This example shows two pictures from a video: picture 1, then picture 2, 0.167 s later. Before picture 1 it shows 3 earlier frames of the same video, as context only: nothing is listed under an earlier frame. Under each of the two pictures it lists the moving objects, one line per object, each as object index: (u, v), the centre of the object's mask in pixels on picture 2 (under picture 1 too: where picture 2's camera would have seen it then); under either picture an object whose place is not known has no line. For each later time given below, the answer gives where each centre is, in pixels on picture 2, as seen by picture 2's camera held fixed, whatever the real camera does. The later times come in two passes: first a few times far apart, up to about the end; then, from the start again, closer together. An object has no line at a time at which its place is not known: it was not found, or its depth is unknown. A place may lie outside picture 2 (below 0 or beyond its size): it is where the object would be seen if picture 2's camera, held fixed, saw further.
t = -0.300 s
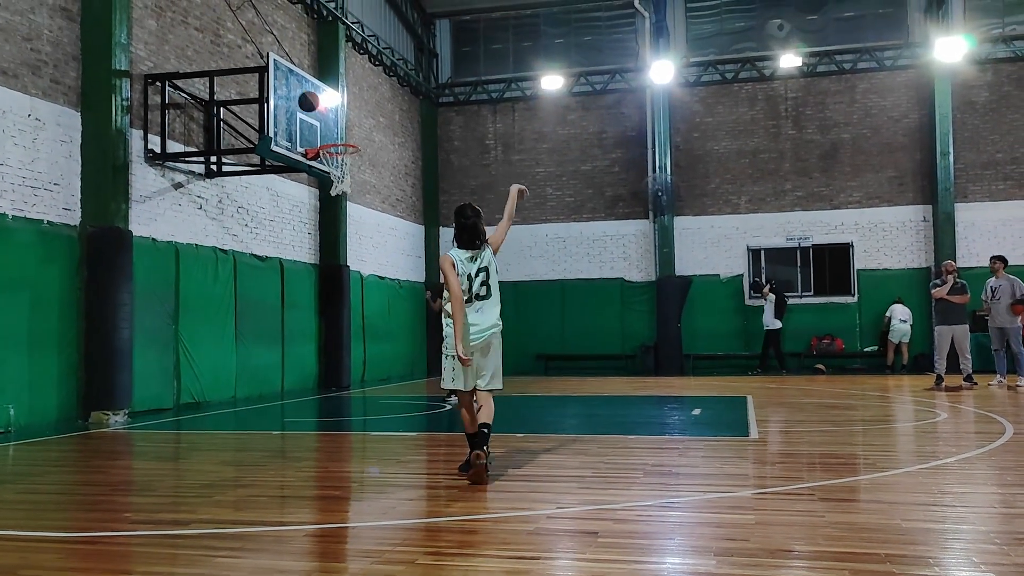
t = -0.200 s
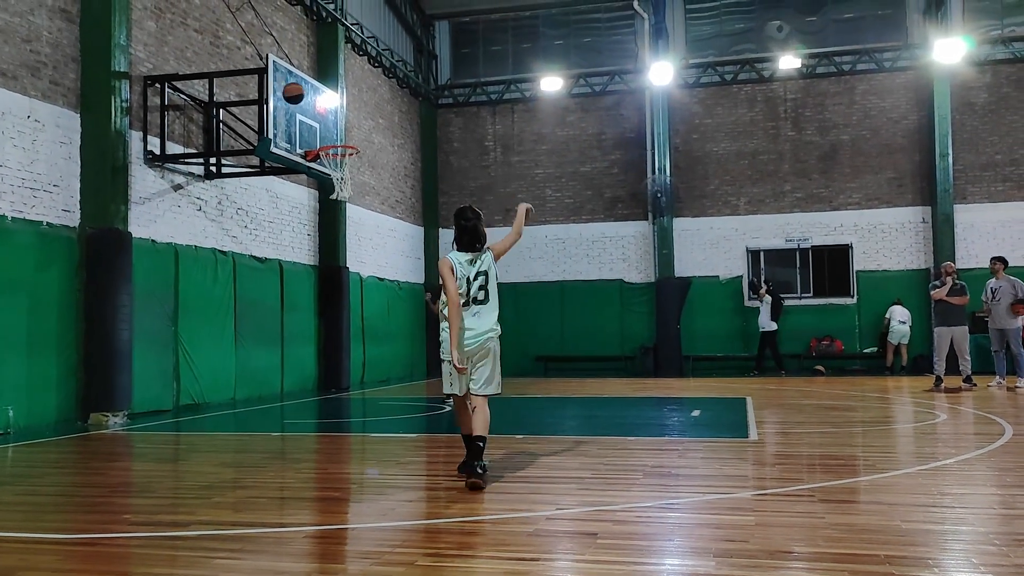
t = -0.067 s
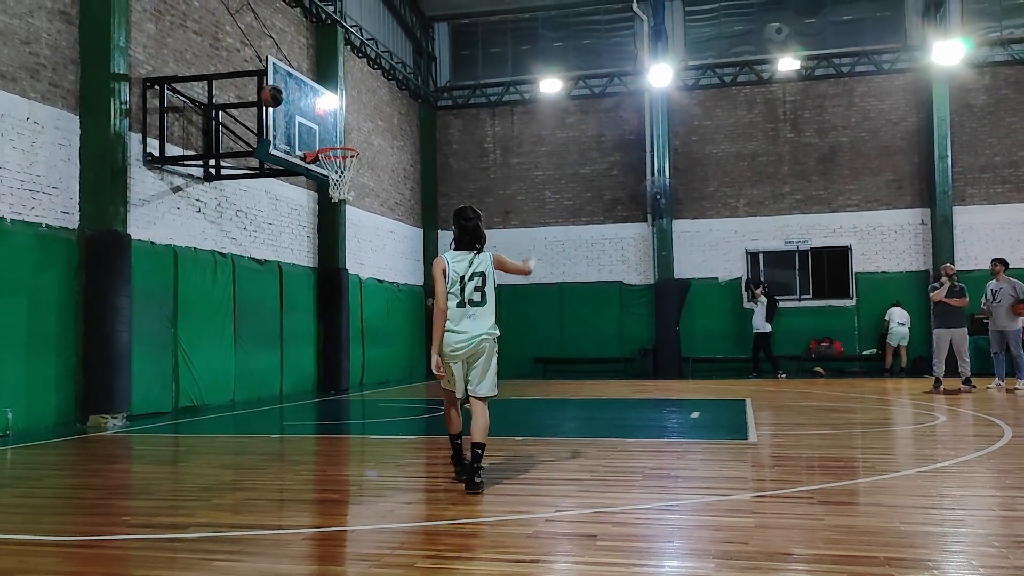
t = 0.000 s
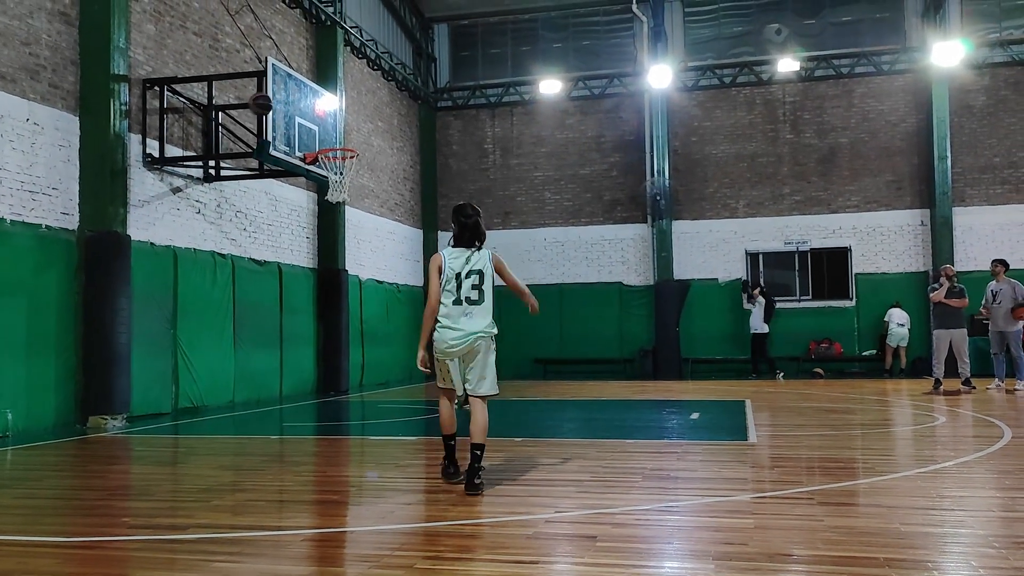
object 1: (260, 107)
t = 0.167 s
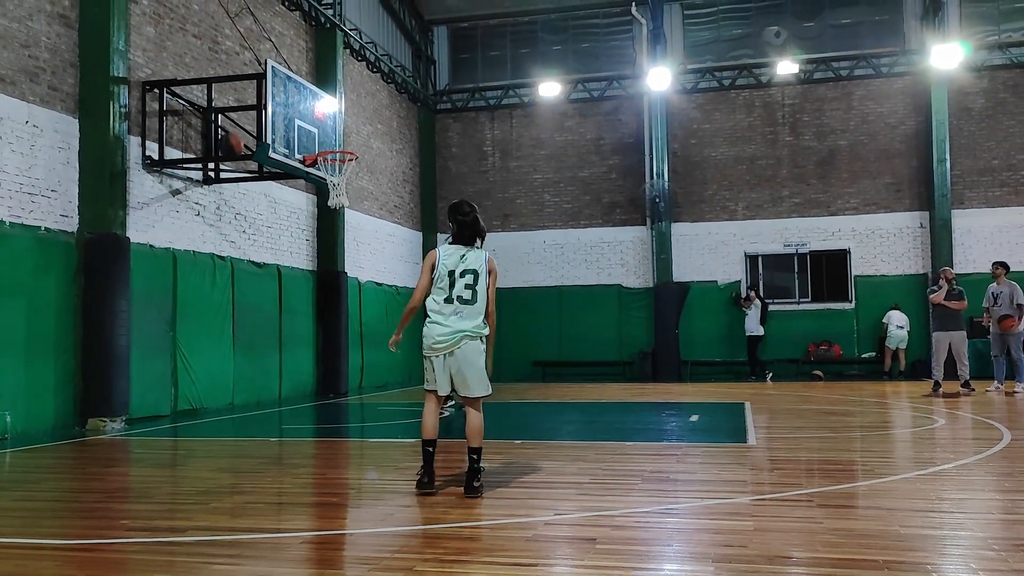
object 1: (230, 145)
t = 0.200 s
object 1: (224, 158)
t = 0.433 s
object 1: (175, 287)
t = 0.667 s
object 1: (121, 399)
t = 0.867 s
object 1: (78, 289)
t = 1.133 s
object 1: (5, 206)
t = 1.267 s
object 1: (-30, 206)
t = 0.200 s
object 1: (224, 158)
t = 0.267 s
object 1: (211, 186)
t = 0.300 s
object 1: (204, 203)
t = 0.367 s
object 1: (190, 242)
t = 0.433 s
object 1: (175, 287)
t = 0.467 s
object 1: (168, 312)
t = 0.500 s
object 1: (160, 340)
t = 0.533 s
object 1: (151, 371)
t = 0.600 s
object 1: (134, 439)
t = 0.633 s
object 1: (127, 420)
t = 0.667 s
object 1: (121, 399)
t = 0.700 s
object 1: (114, 375)
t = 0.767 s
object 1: (104, 335)
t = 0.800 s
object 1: (96, 318)
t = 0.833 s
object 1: (85, 303)
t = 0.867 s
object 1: (78, 289)
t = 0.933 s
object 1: (54, 249)
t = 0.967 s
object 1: (47, 240)
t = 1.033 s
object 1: (30, 223)
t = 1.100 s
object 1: (13, 210)
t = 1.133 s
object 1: (5, 206)
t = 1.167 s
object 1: (-5, 204)
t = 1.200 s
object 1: (-14, 203)
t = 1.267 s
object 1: (-30, 206)
